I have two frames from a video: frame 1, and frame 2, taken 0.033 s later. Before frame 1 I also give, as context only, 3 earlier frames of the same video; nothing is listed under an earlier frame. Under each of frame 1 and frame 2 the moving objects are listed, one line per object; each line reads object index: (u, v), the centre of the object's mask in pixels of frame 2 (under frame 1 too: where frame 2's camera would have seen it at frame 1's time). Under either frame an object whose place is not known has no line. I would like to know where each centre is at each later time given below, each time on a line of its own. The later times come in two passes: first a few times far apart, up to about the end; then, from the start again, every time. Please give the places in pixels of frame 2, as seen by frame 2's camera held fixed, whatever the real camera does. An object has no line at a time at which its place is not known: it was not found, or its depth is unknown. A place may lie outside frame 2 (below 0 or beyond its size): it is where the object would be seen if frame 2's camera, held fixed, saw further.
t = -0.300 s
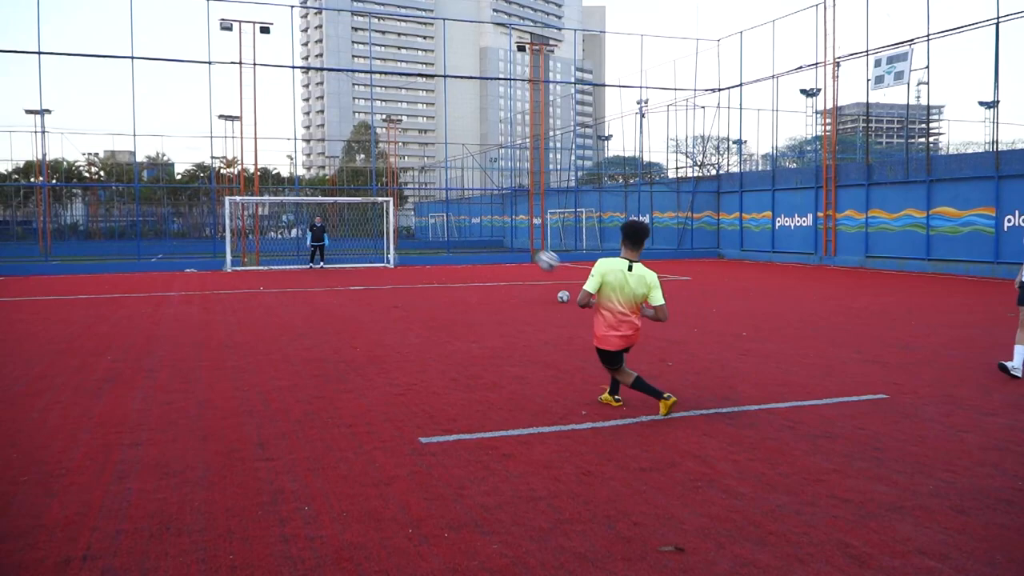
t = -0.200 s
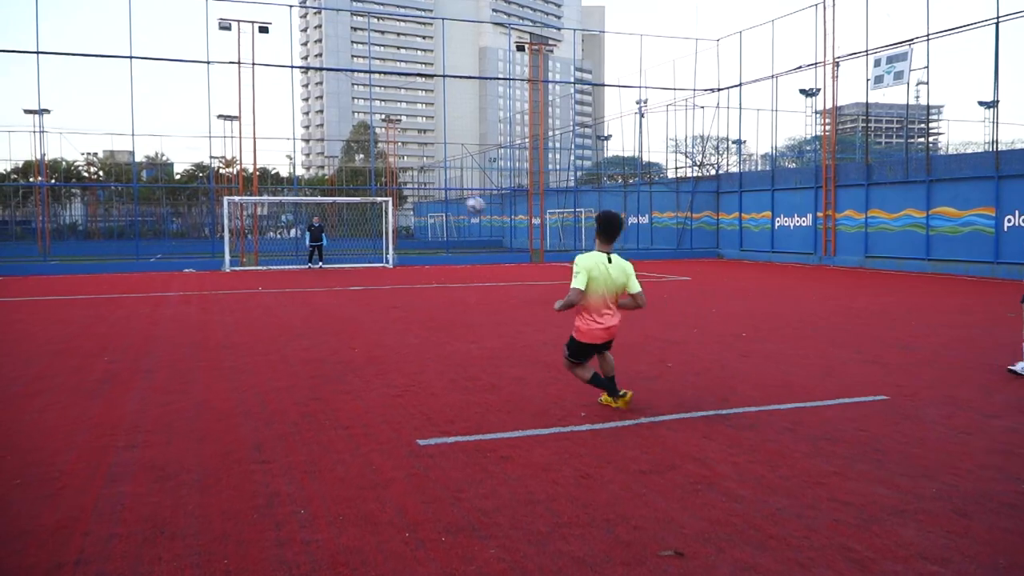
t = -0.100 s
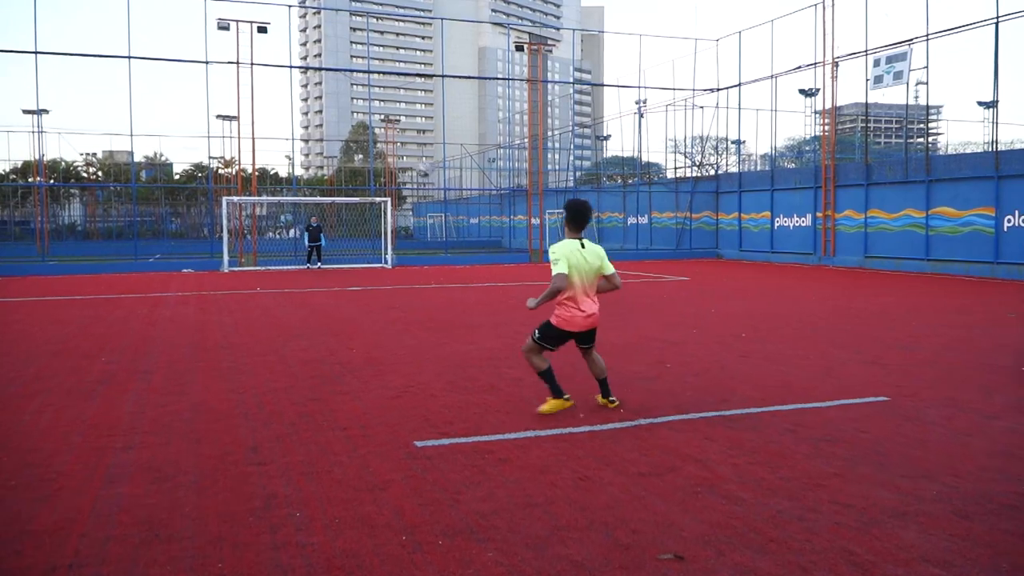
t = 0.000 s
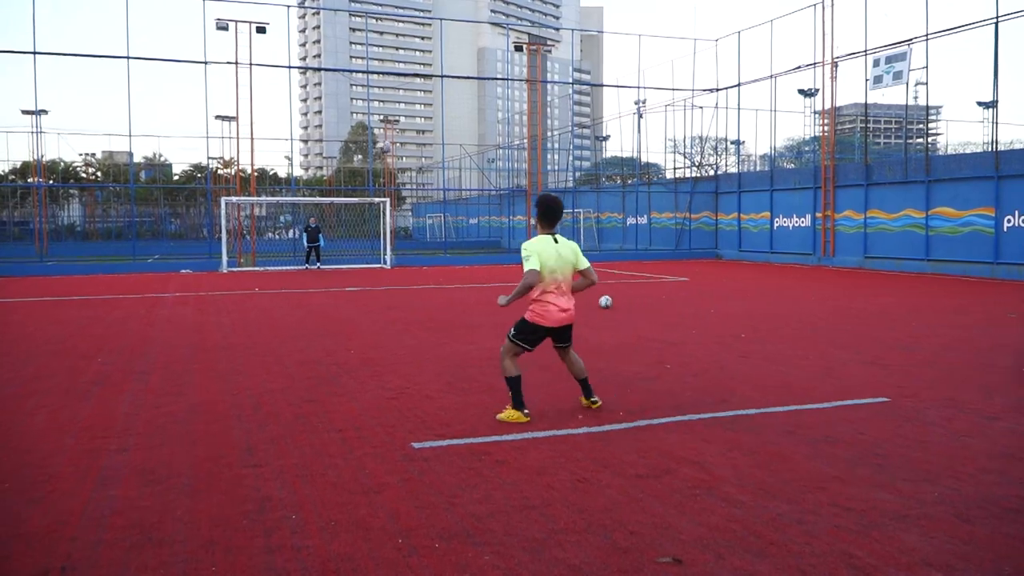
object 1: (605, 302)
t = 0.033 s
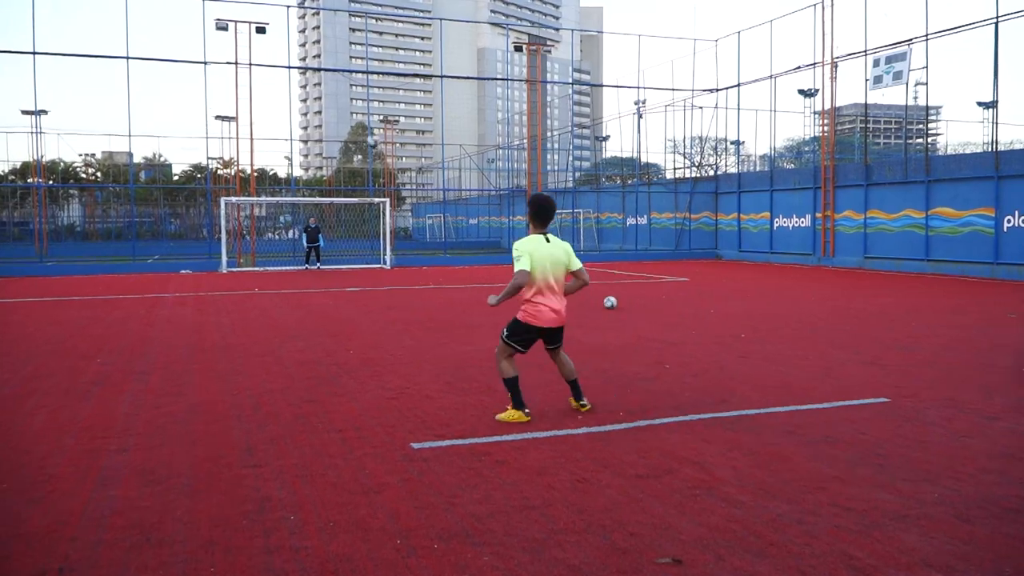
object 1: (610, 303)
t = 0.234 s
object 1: (642, 306)
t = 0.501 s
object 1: (689, 310)
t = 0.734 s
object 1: (734, 314)
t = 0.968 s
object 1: (781, 318)
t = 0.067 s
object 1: (615, 303)
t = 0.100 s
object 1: (620, 304)
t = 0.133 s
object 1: (626, 304)
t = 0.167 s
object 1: (631, 305)
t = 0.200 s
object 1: (637, 305)
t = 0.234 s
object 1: (642, 306)
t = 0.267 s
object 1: (648, 306)
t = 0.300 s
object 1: (653, 307)
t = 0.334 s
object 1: (659, 307)
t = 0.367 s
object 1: (666, 308)
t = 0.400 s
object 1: (671, 309)
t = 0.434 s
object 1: (677, 309)
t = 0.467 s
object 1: (683, 309)
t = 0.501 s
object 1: (689, 310)
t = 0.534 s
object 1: (696, 311)
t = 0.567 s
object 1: (702, 312)
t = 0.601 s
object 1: (709, 312)
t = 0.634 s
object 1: (714, 313)
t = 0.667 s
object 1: (721, 314)
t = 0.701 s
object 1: (727, 313)
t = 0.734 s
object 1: (734, 314)
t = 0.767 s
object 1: (741, 315)
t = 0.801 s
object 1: (748, 316)
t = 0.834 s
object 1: (754, 316)
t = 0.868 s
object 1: (761, 317)
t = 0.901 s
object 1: (767, 318)
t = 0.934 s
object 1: (774, 319)
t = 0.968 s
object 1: (781, 318)
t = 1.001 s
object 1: (789, 319)
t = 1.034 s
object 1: (796, 321)
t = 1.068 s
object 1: (803, 320)
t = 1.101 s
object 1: (810, 321)
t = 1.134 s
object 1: (818, 322)
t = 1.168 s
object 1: (826, 323)
